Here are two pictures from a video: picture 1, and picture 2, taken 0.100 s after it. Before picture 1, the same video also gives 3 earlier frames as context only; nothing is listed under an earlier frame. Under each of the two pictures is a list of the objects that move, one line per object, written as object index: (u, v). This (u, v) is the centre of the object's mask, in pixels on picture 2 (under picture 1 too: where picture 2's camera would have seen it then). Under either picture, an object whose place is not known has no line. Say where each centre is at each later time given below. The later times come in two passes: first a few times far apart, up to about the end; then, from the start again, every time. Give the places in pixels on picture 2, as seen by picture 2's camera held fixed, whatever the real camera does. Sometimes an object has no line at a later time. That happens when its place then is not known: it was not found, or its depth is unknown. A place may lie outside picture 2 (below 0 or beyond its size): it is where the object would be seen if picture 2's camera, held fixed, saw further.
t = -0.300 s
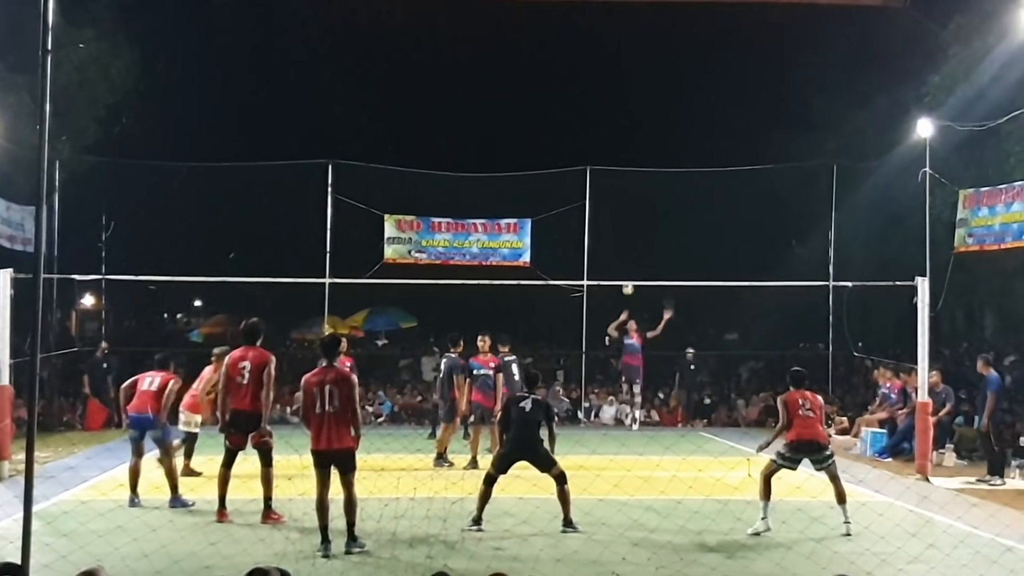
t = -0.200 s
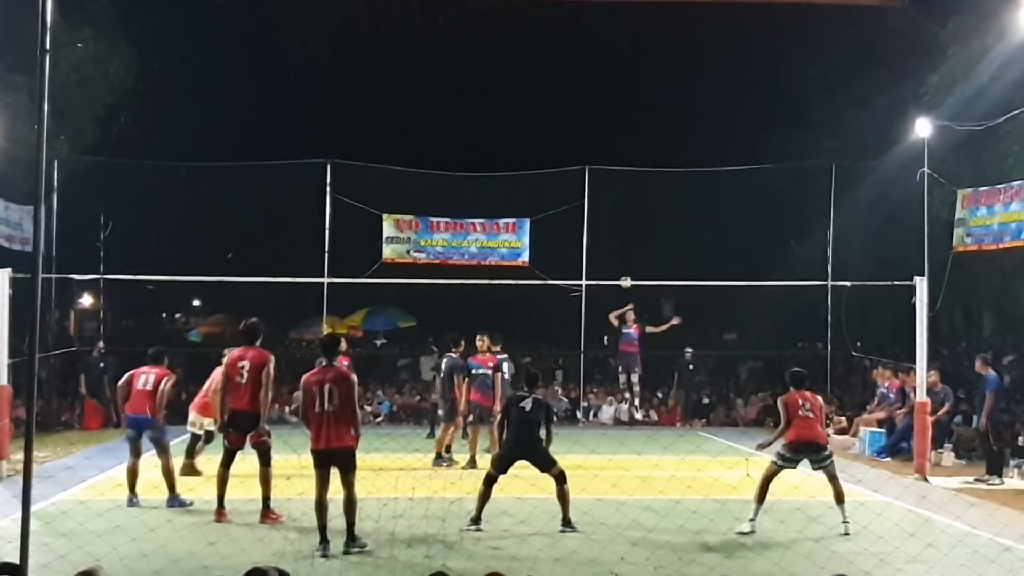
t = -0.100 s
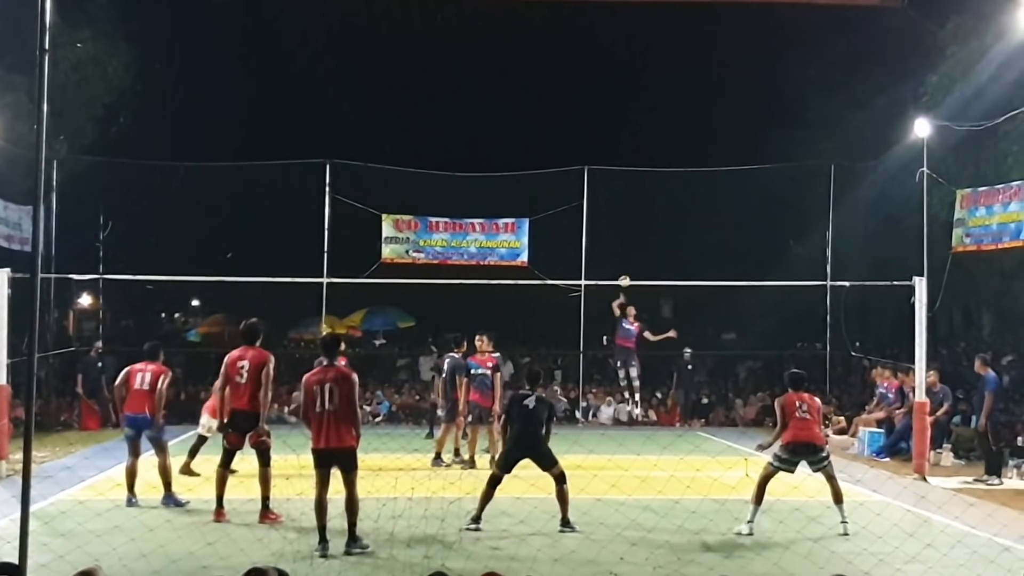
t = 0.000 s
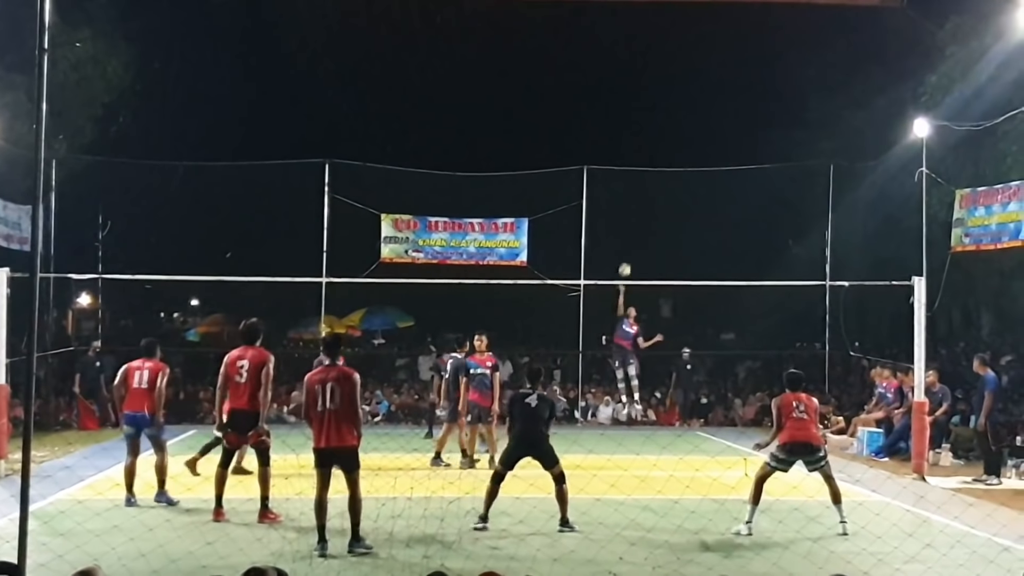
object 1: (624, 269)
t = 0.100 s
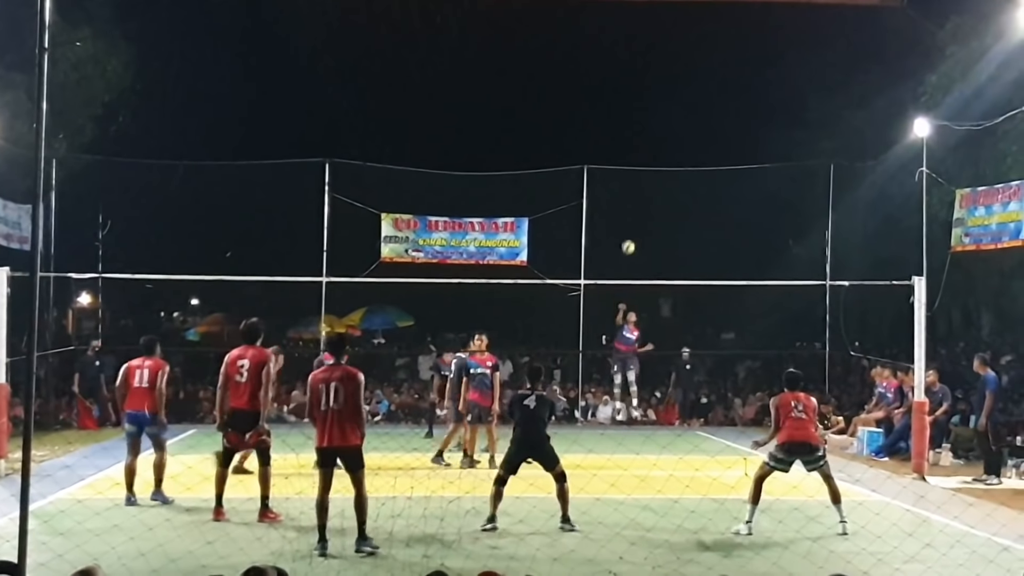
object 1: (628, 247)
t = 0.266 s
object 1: (633, 217)
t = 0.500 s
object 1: (641, 199)
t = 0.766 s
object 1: (650, 231)
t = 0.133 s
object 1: (629, 240)
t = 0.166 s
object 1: (630, 234)
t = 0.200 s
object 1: (631, 228)
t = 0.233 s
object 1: (632, 222)
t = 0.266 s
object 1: (633, 217)
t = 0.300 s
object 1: (635, 213)
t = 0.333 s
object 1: (636, 209)
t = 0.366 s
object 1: (637, 205)
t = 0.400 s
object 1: (638, 202)
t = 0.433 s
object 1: (639, 201)
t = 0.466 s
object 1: (640, 199)
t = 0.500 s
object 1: (641, 199)
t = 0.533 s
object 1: (642, 199)
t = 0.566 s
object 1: (643, 201)
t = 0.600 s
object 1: (644, 203)
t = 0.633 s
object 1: (645, 206)
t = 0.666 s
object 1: (647, 210)
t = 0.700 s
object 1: (648, 216)
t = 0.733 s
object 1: (649, 223)
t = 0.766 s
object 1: (650, 231)
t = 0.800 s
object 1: (651, 240)
